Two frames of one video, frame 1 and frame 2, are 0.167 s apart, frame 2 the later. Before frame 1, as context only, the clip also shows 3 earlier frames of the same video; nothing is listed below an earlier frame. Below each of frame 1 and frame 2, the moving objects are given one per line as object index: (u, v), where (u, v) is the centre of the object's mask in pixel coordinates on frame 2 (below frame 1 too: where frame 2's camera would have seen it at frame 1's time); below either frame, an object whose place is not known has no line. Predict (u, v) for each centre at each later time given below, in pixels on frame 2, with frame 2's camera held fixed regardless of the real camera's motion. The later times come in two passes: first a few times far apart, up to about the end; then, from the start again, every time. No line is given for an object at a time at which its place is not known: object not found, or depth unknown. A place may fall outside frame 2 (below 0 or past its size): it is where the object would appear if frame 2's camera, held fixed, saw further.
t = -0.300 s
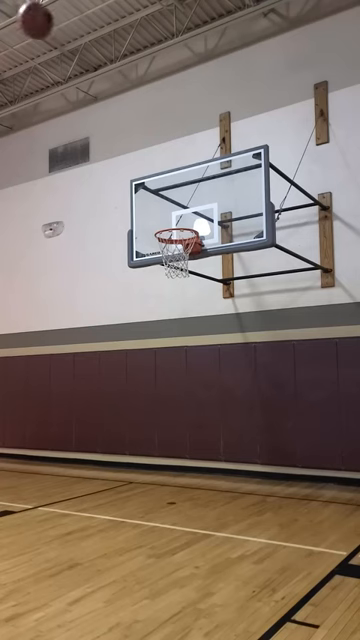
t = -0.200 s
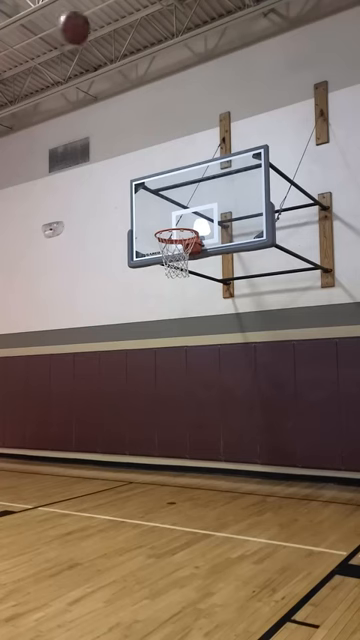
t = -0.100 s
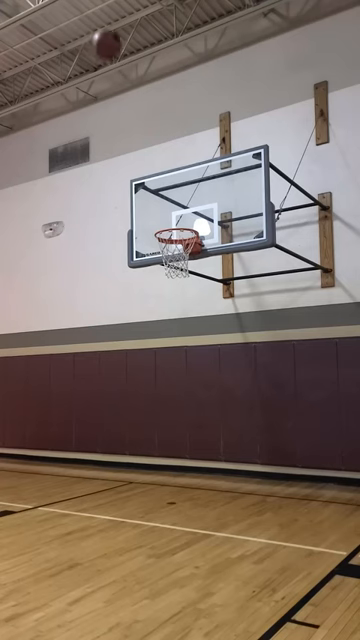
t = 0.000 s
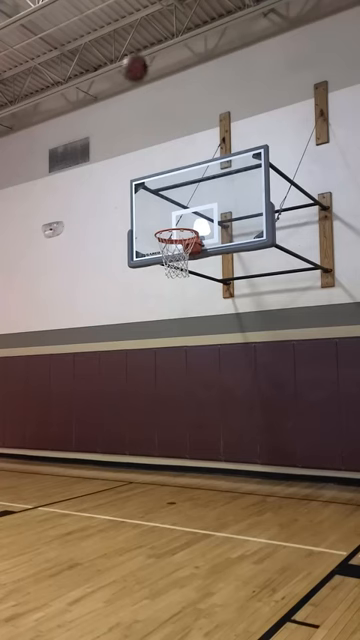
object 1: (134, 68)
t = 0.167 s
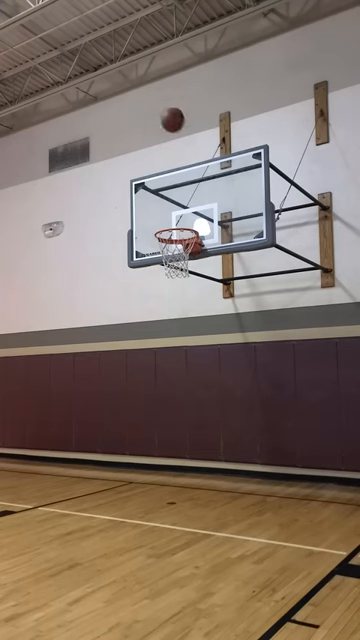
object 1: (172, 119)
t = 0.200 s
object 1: (179, 132)
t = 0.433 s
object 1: (191, 209)
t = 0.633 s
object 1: (155, 182)
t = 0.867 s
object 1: (104, 166)
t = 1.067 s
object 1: (52, 200)
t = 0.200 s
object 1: (179, 132)
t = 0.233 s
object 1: (186, 144)
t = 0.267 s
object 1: (192, 157)
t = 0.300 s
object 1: (198, 171)
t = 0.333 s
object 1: (203, 185)
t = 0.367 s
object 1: (200, 193)
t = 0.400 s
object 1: (196, 200)
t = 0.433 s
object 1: (191, 209)
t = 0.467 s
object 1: (186, 219)
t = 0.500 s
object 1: (180, 212)
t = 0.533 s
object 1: (174, 203)
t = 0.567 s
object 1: (168, 196)
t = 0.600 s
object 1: (161, 188)
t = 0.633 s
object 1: (155, 182)
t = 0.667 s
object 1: (147, 177)
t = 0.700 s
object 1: (141, 172)
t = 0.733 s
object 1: (133, 169)
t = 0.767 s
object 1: (126, 167)
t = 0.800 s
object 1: (119, 166)
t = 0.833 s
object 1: (111, 165)
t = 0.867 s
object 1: (104, 166)
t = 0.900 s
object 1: (95, 169)
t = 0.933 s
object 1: (87, 172)
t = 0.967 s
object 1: (79, 177)
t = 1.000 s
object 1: (70, 184)
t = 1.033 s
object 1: (61, 193)
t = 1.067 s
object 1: (52, 200)
